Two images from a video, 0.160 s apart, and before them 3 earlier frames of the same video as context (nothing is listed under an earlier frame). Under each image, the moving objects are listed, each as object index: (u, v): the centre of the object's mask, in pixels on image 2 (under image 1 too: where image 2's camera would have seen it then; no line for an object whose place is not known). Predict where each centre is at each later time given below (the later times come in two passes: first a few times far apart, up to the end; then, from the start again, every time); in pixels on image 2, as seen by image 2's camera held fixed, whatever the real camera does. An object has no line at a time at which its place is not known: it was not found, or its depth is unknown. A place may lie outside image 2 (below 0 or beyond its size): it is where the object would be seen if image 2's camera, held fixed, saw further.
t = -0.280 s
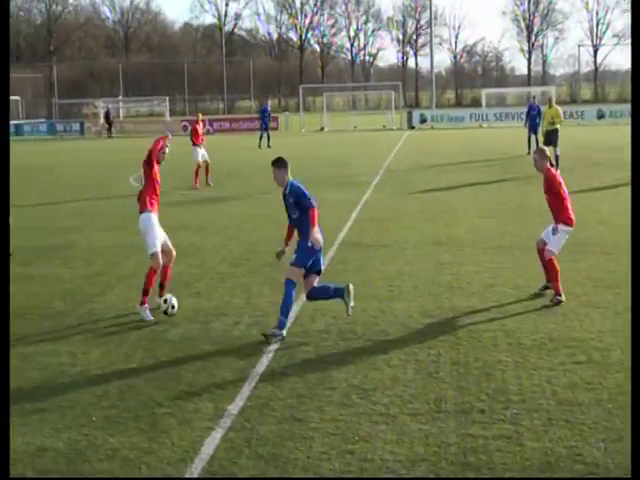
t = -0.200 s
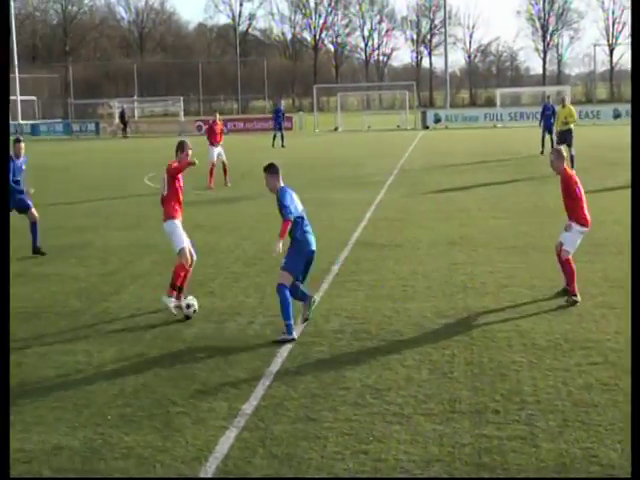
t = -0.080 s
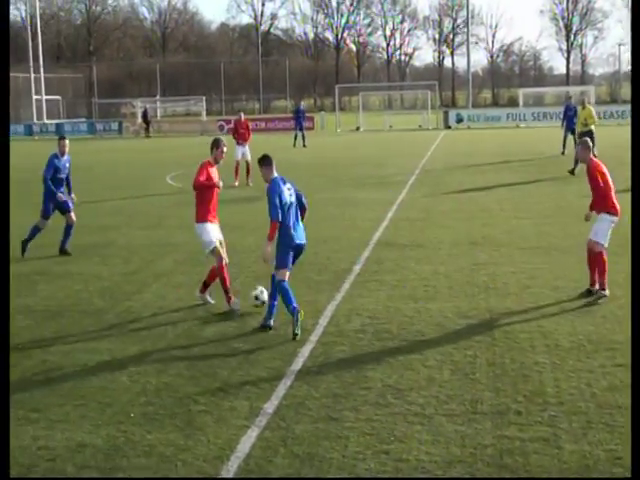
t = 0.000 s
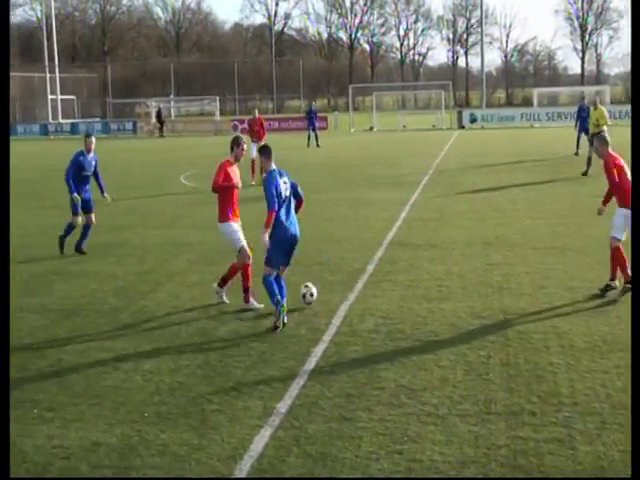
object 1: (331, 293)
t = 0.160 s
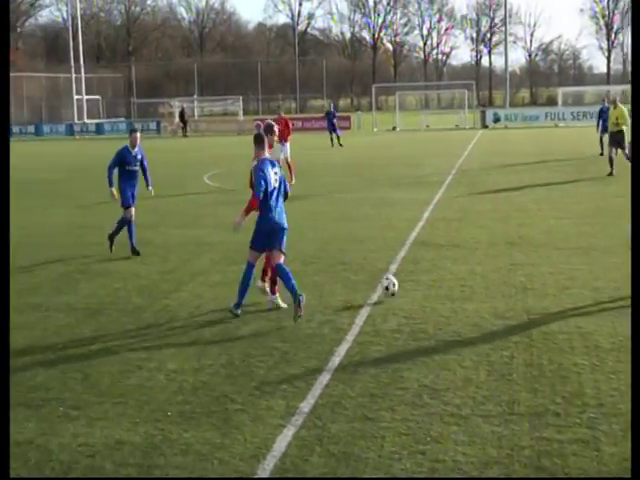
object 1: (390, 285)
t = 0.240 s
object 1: (415, 287)
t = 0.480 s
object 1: (482, 280)
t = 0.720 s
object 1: (542, 272)
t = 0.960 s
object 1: (595, 267)
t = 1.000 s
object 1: (604, 266)
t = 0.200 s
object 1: (403, 286)
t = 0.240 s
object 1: (415, 287)
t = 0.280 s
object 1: (428, 284)
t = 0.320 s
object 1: (439, 282)
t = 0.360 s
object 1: (450, 282)
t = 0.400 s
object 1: (461, 282)
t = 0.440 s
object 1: (471, 280)
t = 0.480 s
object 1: (482, 280)
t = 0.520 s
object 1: (492, 278)
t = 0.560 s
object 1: (503, 277)
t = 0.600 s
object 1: (513, 276)
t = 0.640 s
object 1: (523, 275)
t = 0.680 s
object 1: (532, 274)
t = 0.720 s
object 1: (542, 272)
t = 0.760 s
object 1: (551, 271)
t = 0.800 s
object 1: (560, 271)
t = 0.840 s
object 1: (569, 270)
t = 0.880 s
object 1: (578, 269)
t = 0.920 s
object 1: (586, 268)
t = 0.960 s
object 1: (595, 267)
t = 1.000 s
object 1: (604, 266)
